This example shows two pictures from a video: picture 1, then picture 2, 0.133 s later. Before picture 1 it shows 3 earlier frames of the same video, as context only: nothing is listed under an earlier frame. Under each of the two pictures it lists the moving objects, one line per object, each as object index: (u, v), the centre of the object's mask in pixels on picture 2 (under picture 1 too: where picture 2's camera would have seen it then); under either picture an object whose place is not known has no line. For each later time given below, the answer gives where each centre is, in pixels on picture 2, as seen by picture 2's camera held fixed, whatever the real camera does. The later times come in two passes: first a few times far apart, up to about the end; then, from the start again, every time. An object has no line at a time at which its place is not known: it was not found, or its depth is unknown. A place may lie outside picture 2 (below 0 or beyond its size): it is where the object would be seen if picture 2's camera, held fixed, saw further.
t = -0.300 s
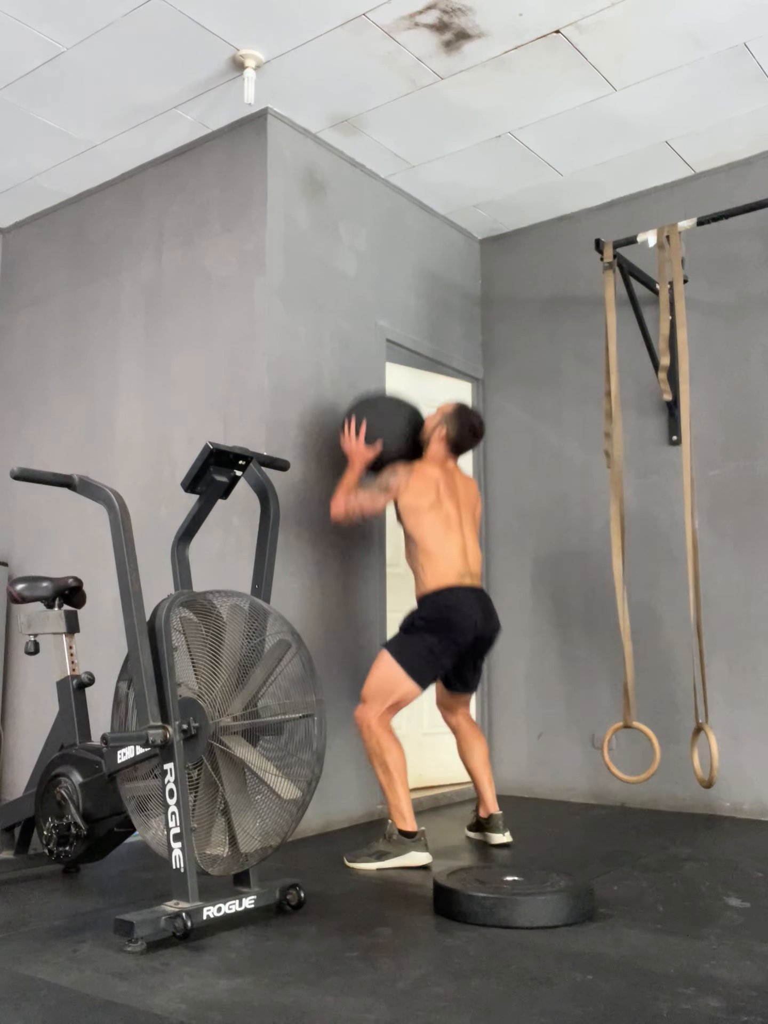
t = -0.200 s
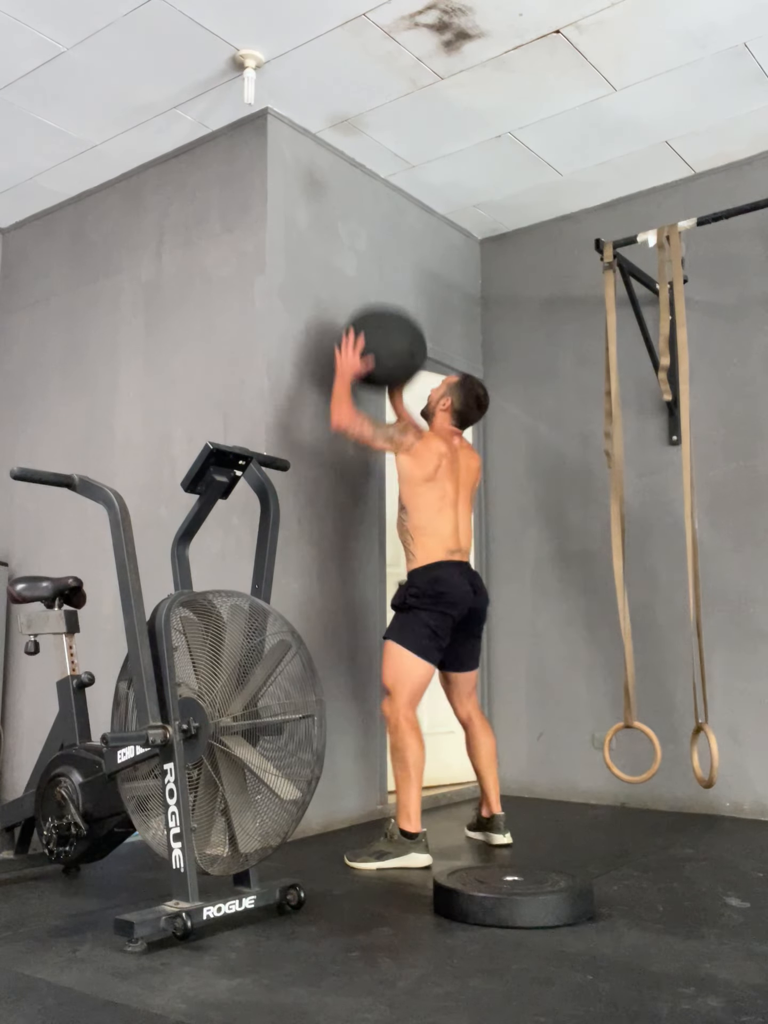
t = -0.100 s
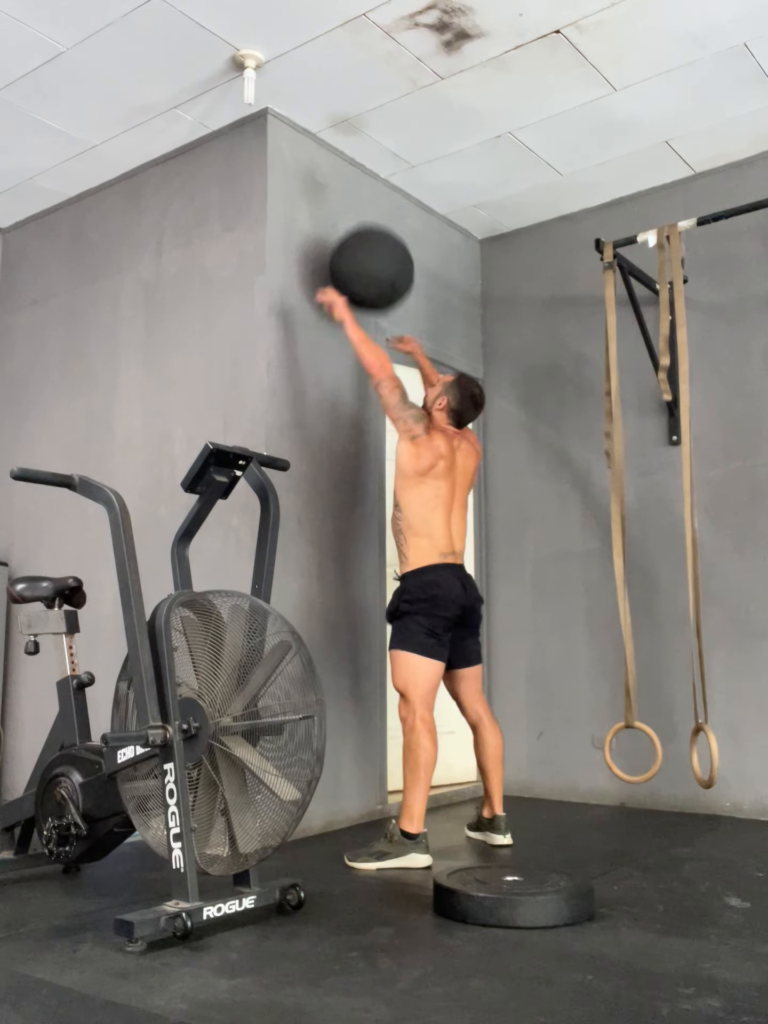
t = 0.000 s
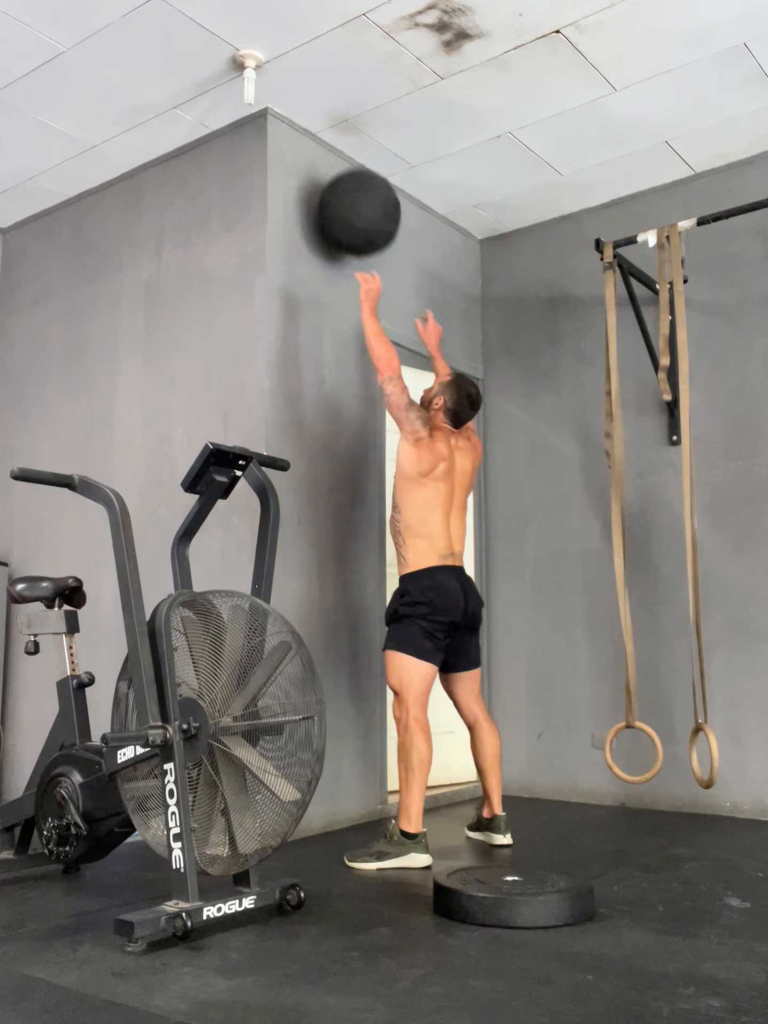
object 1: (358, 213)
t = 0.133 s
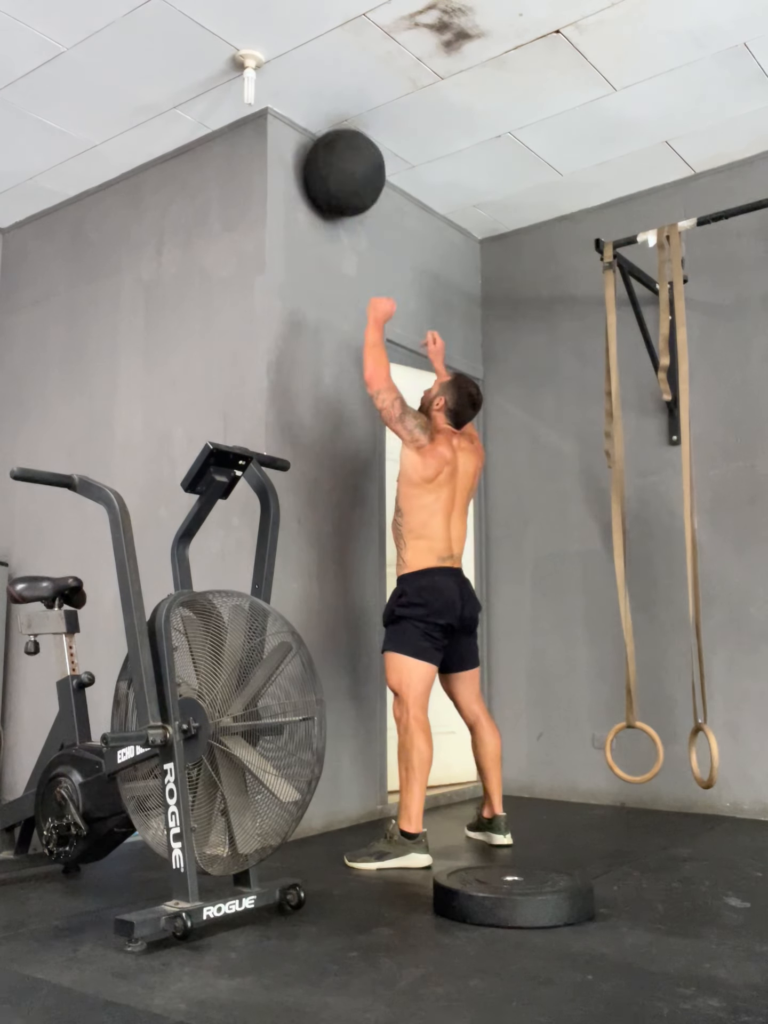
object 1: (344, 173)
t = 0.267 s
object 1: (349, 172)
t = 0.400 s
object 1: (357, 209)
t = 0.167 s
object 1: (344, 170)
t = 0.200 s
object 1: (346, 168)
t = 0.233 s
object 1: (347, 169)
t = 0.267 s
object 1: (349, 172)
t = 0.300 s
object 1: (351, 178)
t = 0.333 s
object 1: (353, 186)
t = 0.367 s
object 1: (355, 196)
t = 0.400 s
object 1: (357, 209)
